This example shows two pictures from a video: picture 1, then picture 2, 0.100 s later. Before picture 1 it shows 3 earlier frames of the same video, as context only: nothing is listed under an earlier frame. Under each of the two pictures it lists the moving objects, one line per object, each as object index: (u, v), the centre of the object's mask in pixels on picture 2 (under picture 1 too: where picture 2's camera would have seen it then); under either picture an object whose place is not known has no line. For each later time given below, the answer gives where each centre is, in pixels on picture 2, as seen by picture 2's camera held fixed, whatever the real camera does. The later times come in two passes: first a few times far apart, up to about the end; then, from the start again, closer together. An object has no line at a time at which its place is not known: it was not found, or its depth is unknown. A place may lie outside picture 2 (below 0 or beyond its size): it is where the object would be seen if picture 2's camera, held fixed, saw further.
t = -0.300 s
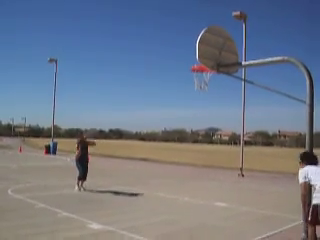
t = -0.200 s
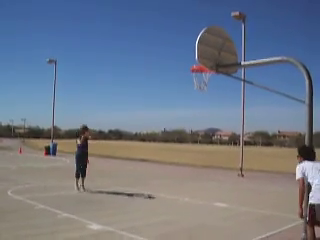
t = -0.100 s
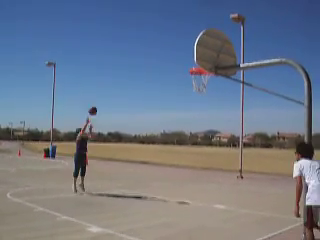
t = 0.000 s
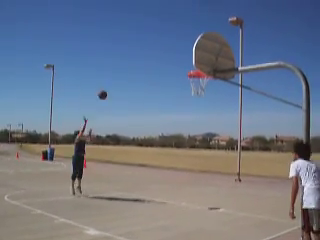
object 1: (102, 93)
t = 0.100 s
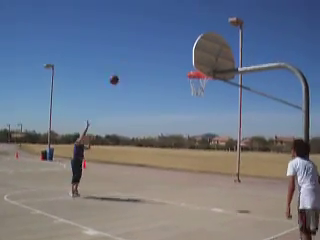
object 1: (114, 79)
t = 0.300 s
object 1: (139, 58)
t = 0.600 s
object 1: (181, 55)
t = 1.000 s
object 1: (246, 116)
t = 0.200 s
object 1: (126, 67)
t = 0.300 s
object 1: (139, 58)
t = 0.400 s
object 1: (153, 53)
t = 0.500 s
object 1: (166, 52)
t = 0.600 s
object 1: (181, 55)
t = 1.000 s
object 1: (246, 116)
